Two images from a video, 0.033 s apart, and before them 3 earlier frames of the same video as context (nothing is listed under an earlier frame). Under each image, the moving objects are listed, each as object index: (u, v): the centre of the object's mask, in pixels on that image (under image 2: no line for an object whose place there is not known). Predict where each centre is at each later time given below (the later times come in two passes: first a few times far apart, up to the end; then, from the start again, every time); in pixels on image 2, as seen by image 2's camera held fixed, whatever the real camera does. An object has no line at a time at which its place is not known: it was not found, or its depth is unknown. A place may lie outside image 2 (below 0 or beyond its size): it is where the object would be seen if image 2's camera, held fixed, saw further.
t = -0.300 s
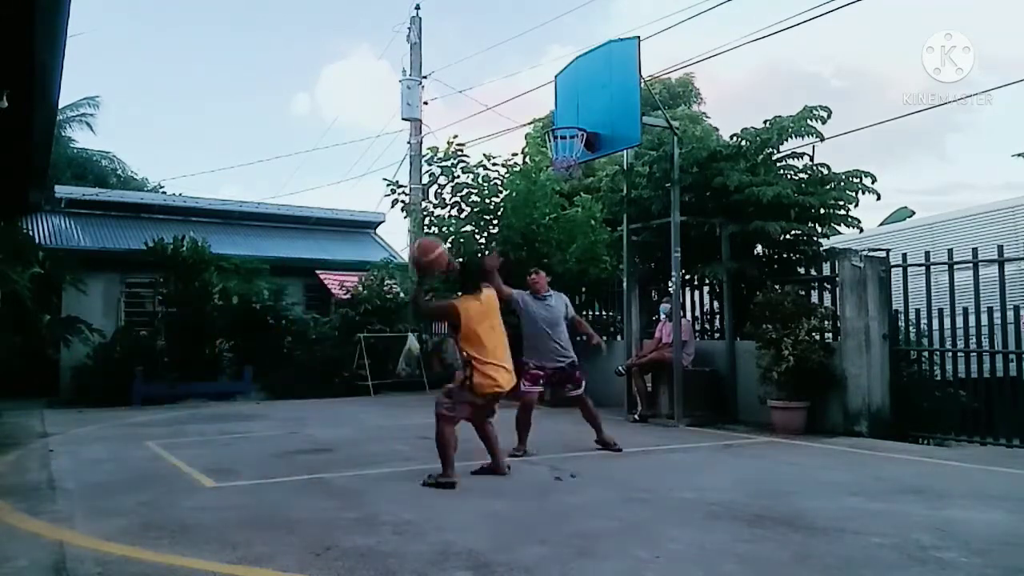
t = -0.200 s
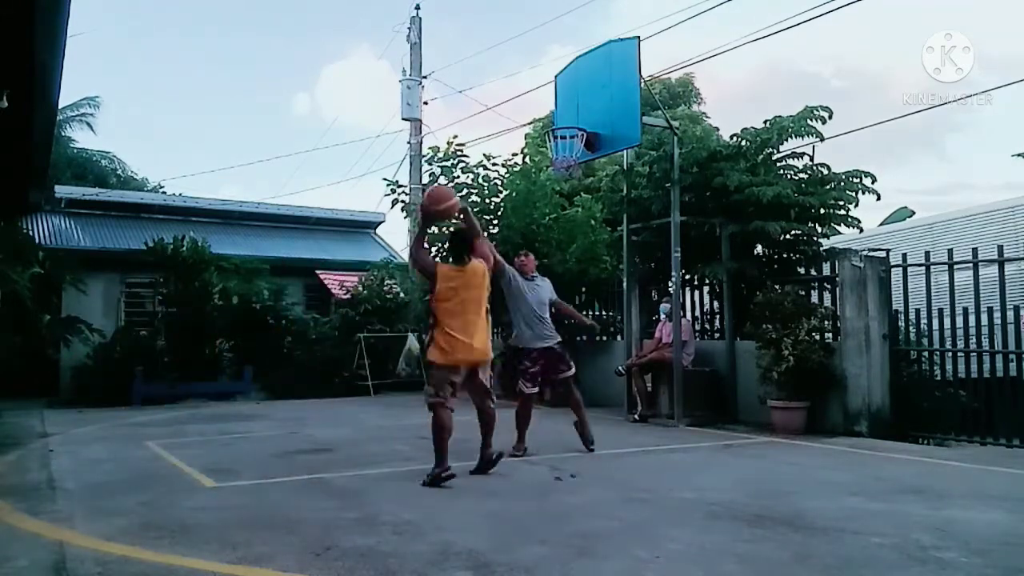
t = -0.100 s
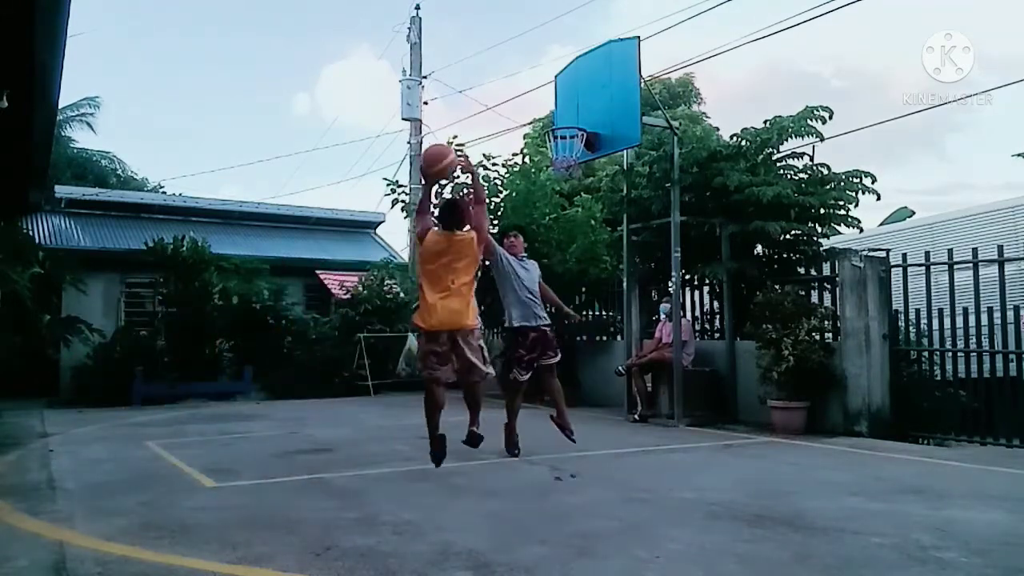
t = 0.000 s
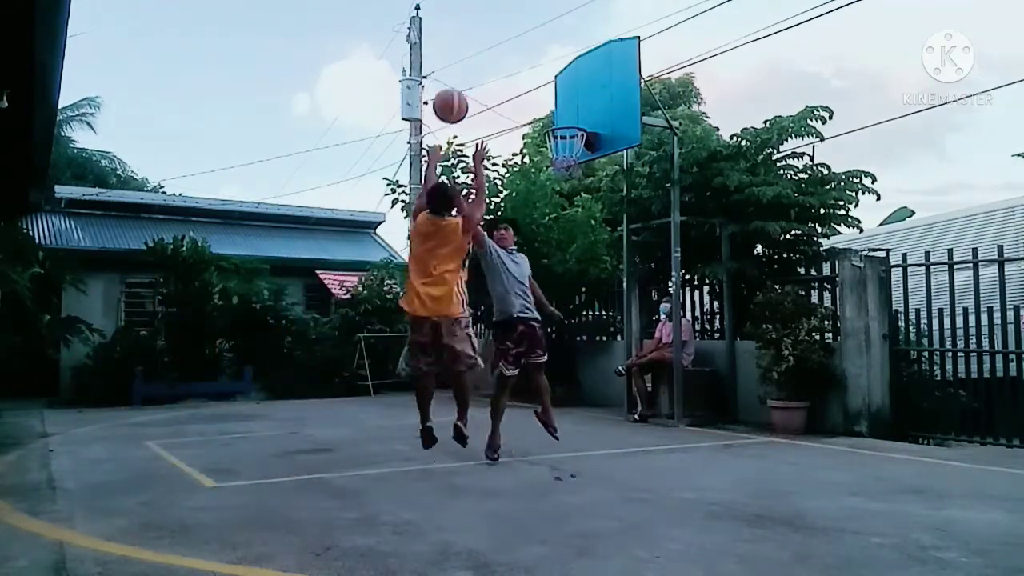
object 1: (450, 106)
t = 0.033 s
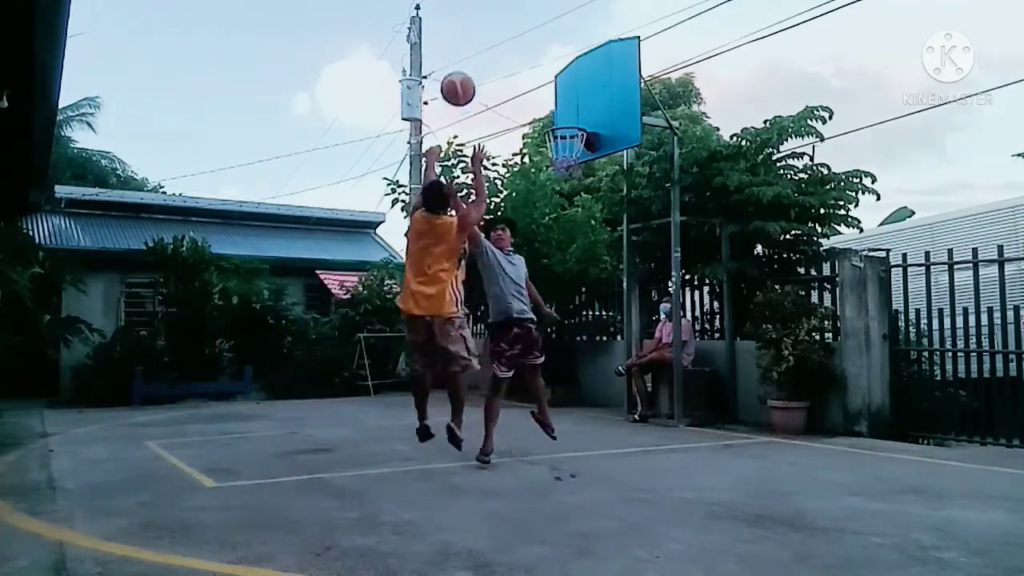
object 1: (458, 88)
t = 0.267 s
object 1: (503, 26)
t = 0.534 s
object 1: (542, 44)
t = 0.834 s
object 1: (568, 115)
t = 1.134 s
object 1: (551, 77)
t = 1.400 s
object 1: (538, 119)
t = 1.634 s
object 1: (502, 173)
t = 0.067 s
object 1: (465, 74)
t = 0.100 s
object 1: (472, 61)
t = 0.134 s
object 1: (478, 50)
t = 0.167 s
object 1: (485, 42)
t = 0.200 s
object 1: (491, 35)
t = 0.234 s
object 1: (497, 30)
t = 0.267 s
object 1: (503, 26)
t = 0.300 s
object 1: (508, 23)
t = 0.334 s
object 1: (513, 22)
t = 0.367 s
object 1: (518, 23)
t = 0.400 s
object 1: (523, 25)
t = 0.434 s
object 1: (528, 28)
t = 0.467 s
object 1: (533, 32)
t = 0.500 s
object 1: (537, 38)
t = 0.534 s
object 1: (542, 44)
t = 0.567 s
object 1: (546, 51)
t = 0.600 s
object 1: (550, 60)
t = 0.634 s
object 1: (554, 69)
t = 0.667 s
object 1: (558, 79)
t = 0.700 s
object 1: (561, 90)
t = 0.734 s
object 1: (565, 103)
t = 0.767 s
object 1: (568, 116)
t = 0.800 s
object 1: (571, 125)
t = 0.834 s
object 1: (568, 115)
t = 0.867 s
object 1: (566, 106)
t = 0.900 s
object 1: (565, 99)
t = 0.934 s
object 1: (563, 93)
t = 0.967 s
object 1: (561, 87)
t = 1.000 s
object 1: (559, 83)
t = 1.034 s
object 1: (557, 80)
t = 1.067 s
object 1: (555, 78)
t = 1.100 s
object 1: (553, 77)
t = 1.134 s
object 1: (551, 77)
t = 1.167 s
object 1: (549, 79)
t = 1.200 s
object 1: (548, 81)
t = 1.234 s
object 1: (546, 84)
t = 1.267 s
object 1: (544, 89)
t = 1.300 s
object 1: (542, 95)
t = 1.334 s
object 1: (540, 102)
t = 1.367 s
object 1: (539, 110)
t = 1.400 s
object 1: (538, 119)
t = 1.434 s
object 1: (533, 126)
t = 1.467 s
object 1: (528, 130)
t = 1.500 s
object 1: (523, 137)
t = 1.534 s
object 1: (518, 144)
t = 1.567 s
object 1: (512, 154)
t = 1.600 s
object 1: (508, 162)
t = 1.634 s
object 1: (502, 173)
